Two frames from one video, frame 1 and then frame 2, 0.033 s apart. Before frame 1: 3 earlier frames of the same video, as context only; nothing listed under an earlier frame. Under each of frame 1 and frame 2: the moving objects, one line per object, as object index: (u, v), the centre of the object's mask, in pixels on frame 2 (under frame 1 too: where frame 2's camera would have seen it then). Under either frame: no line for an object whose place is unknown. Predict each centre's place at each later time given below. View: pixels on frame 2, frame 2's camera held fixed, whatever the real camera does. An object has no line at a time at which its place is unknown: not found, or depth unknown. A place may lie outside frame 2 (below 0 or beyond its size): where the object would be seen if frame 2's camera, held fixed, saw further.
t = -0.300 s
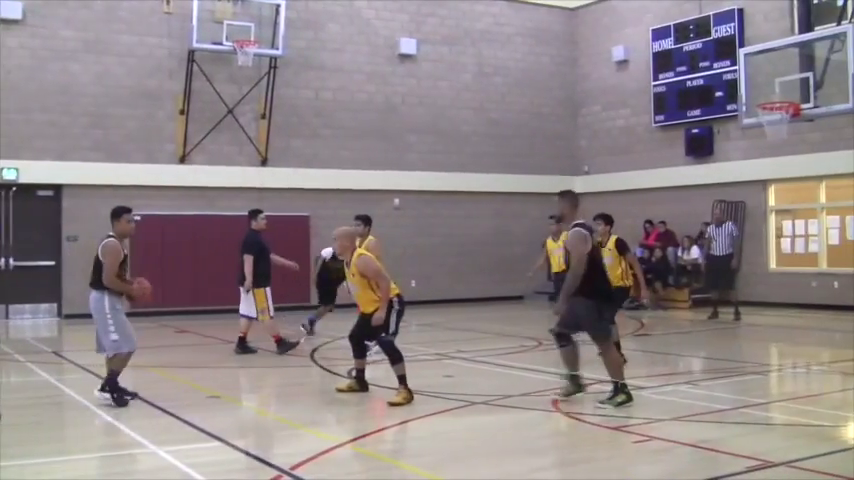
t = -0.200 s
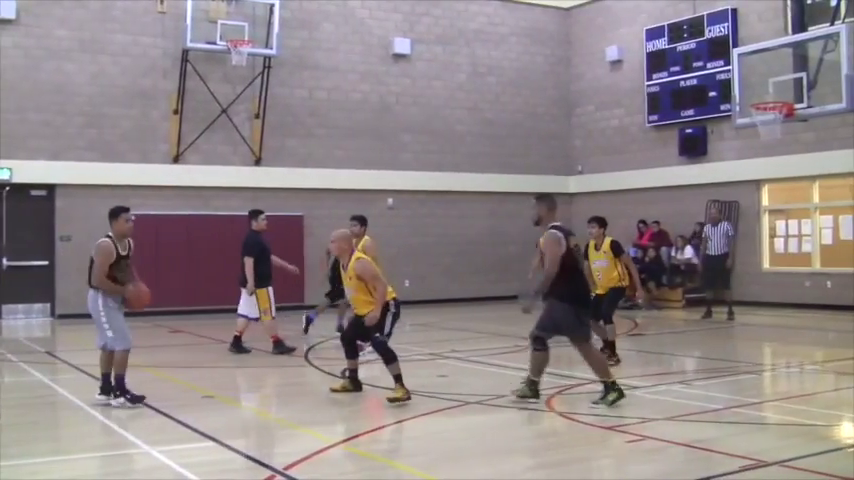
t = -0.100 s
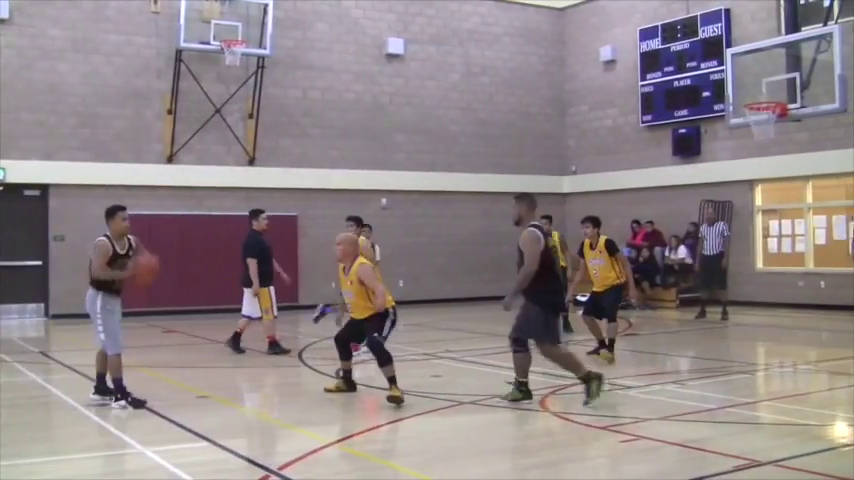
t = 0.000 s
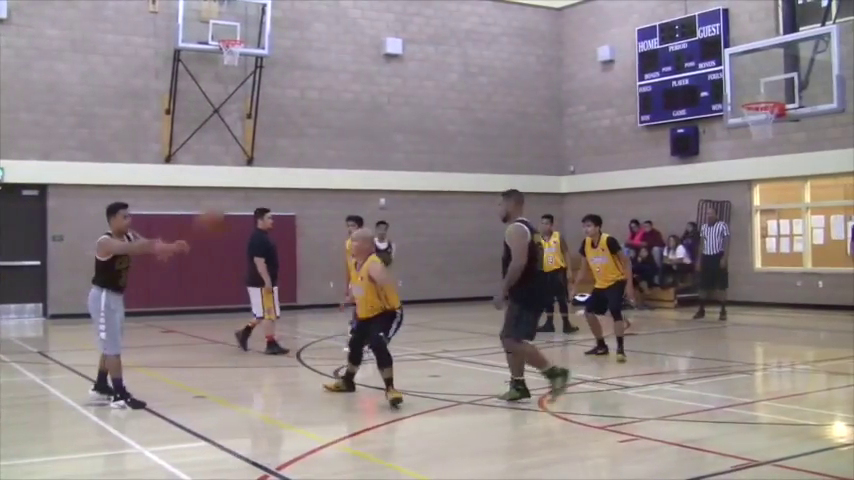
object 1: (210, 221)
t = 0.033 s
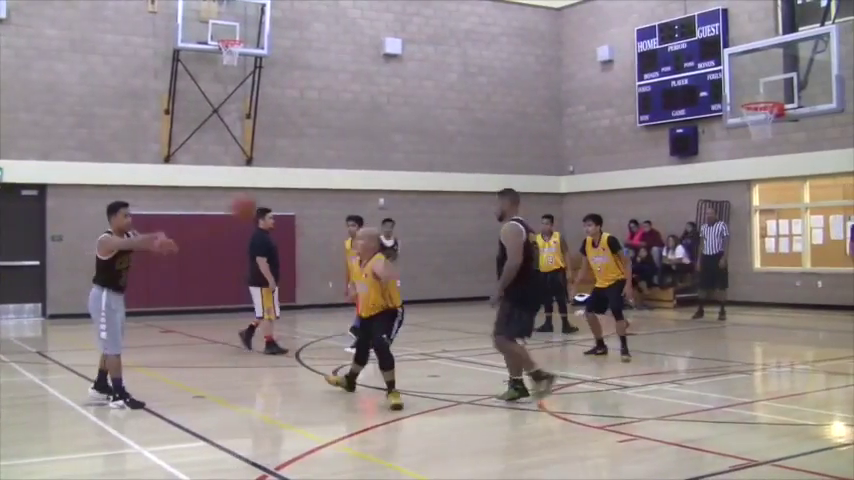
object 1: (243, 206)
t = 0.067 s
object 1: (276, 192)
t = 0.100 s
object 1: (309, 180)
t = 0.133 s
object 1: (347, 167)
